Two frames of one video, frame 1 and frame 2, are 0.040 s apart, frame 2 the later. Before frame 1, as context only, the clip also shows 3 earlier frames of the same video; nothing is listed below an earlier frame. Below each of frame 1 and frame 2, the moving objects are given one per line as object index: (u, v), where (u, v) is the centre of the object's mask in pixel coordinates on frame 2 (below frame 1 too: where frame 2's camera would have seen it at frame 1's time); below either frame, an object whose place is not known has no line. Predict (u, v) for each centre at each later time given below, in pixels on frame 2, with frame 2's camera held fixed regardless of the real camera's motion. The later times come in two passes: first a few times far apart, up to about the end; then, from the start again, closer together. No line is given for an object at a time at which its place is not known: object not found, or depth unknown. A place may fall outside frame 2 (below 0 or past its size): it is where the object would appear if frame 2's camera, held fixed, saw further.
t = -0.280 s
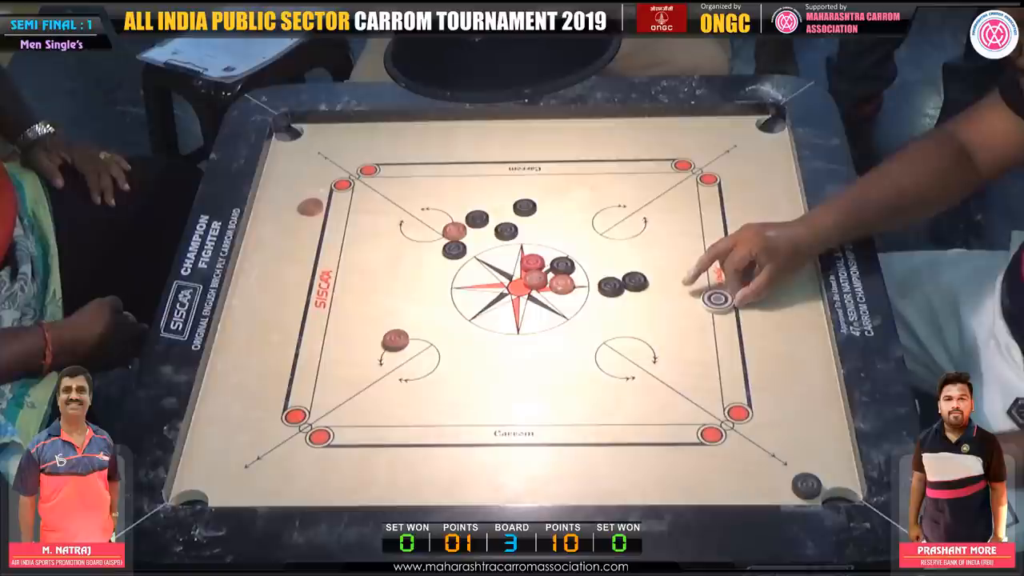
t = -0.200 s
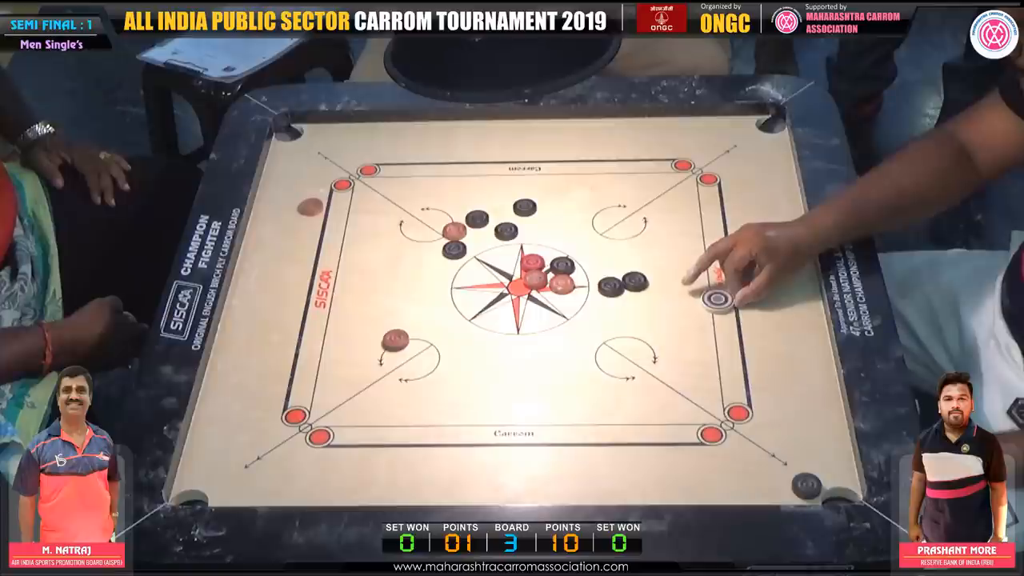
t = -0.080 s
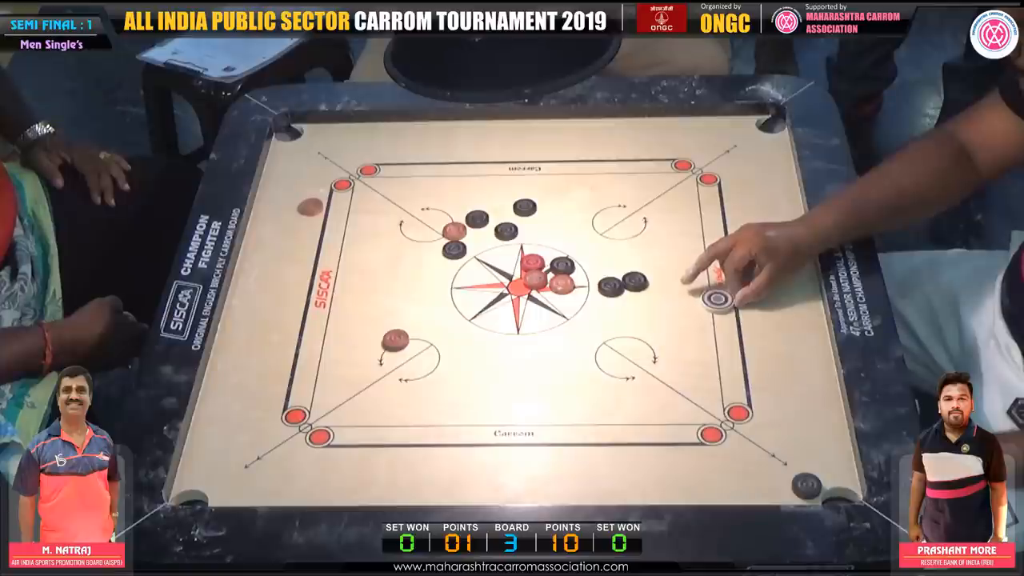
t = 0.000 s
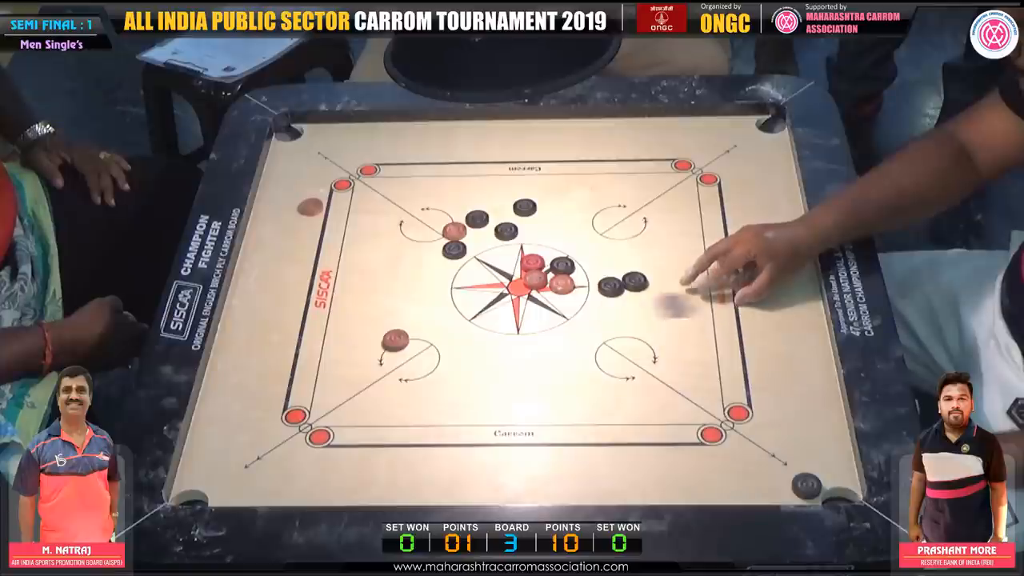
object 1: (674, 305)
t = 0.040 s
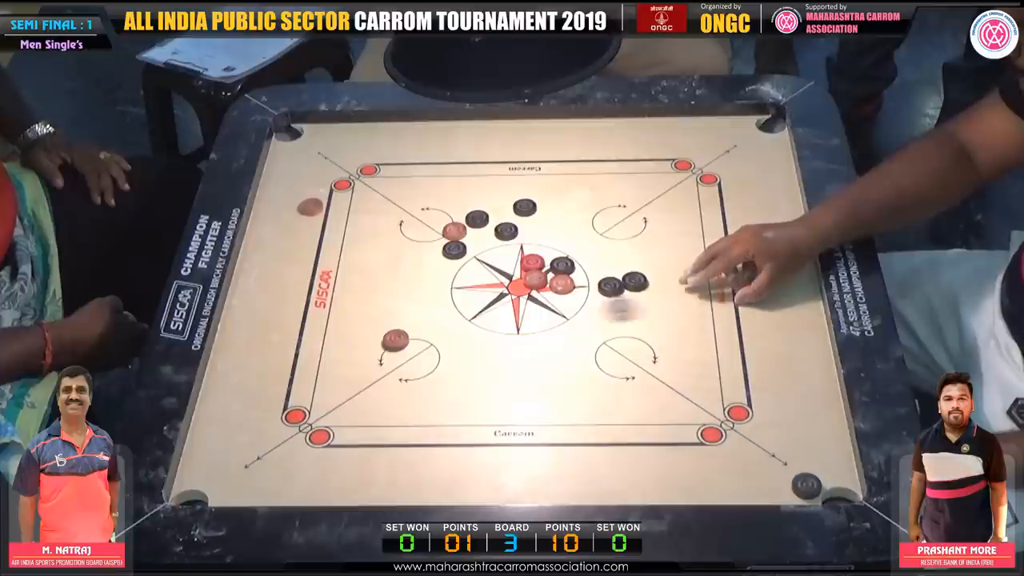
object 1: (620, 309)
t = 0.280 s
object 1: (345, 315)
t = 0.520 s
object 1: (296, 294)
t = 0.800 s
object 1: (416, 274)
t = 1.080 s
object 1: (472, 266)
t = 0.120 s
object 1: (513, 318)
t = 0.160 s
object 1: (462, 320)
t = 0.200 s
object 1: (416, 322)
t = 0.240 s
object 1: (379, 319)
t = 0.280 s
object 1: (345, 315)
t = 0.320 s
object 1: (311, 312)
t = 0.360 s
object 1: (279, 308)
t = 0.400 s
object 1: (252, 305)
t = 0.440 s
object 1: (250, 302)
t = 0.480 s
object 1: (273, 297)
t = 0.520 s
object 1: (296, 294)
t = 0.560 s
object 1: (316, 291)
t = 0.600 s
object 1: (338, 286)
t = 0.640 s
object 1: (356, 283)
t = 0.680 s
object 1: (373, 281)
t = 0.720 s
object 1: (388, 278)
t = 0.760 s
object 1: (403, 276)
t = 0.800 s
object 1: (416, 274)
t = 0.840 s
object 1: (428, 272)
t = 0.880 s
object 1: (439, 270)
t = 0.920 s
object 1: (449, 269)
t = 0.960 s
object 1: (457, 268)
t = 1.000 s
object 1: (463, 267)
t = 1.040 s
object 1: (468, 267)
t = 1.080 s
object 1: (472, 266)
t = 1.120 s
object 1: (474, 266)
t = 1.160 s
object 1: (476, 266)
